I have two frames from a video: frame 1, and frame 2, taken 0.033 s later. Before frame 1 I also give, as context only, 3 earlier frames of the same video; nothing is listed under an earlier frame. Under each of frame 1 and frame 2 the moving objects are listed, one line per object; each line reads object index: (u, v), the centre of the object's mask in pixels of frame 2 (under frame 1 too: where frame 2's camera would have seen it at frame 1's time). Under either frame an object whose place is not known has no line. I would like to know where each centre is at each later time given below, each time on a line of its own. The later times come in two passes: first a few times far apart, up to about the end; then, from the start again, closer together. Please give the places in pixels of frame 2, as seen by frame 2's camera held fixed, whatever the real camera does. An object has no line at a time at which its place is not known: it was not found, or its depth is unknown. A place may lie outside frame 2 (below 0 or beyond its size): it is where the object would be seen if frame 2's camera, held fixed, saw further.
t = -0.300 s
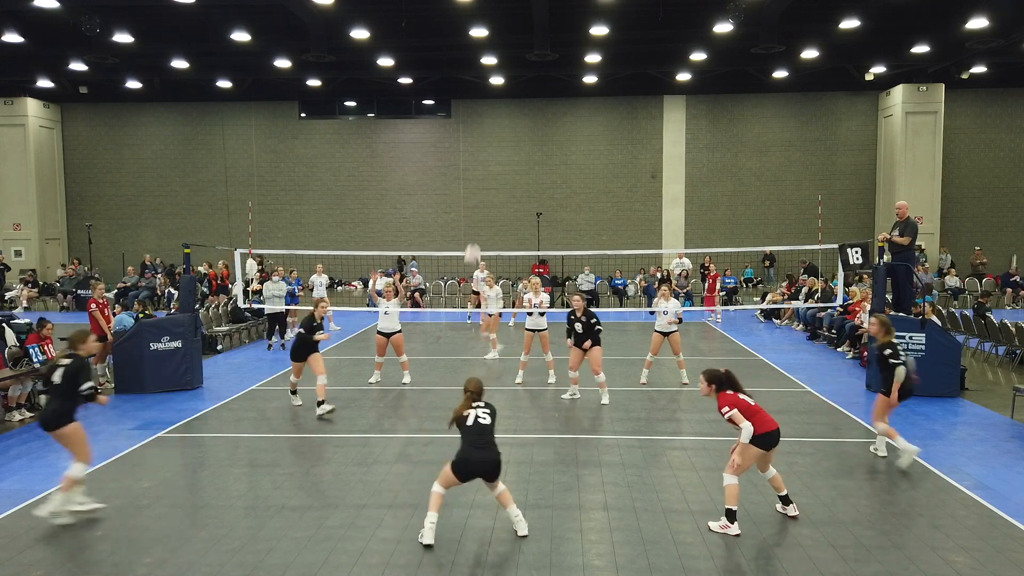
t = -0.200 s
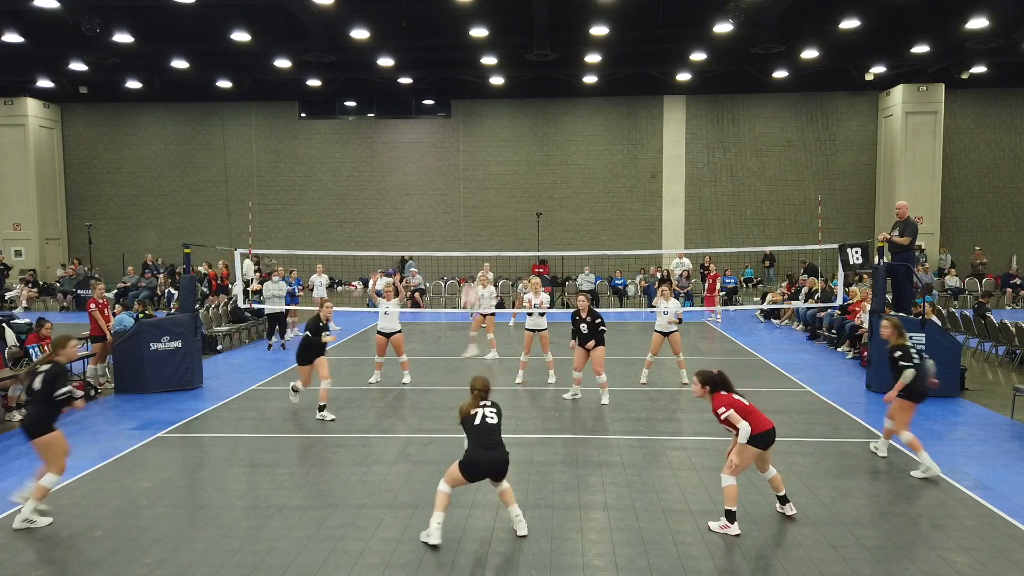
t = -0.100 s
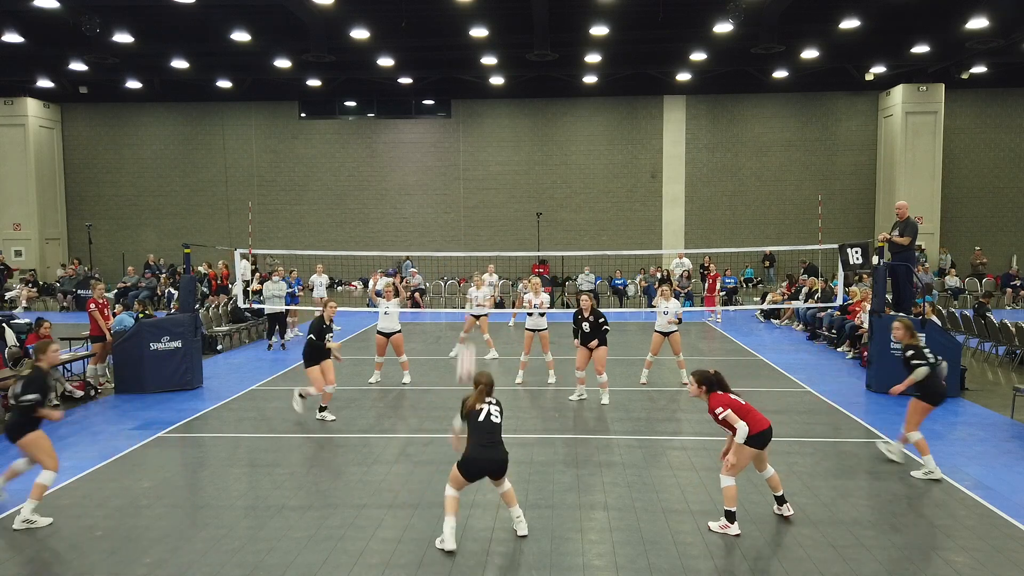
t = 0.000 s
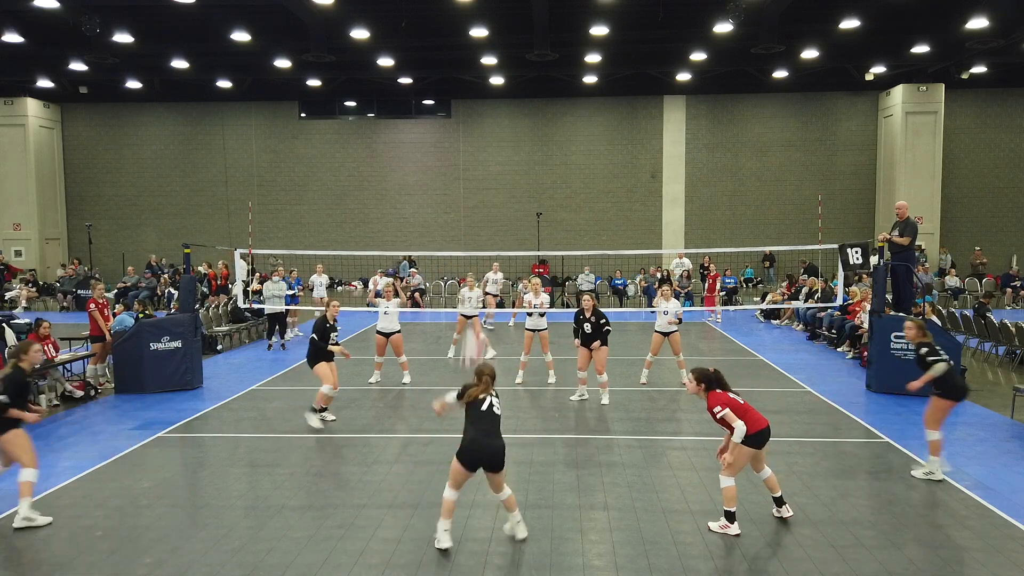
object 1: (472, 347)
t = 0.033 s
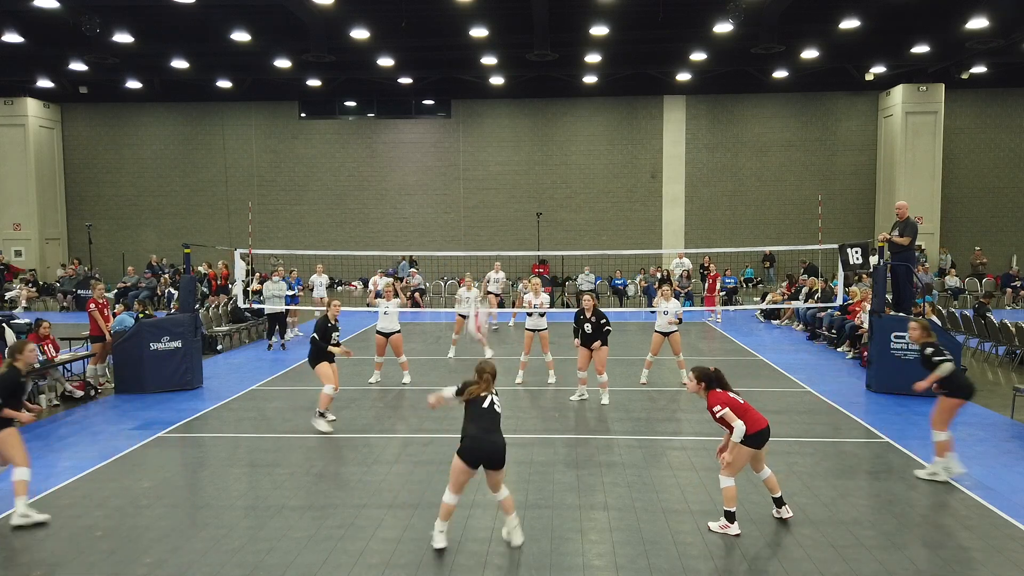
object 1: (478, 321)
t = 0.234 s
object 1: (504, 177)
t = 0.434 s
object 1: (530, 81)
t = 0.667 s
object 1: (559, 25)
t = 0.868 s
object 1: (582, 25)
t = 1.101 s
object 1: (609, 78)
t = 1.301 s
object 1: (630, 162)
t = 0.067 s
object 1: (483, 291)
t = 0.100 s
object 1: (486, 267)
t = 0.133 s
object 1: (491, 240)
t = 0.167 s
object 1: (495, 219)
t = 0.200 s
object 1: (500, 197)
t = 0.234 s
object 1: (504, 177)
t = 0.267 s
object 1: (509, 157)
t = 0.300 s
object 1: (513, 138)
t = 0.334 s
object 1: (517, 122)
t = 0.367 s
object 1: (522, 107)
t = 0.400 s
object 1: (526, 93)
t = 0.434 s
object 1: (530, 81)
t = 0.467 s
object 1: (534, 69)
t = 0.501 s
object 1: (538, 59)
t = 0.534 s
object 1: (542, 50)
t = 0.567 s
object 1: (546, 42)
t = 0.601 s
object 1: (551, 35)
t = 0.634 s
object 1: (555, 30)
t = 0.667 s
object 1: (559, 25)
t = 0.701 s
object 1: (563, 23)
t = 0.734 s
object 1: (567, 21)
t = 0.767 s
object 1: (571, 20)
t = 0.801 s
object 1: (575, 21)
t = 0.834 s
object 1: (579, 22)
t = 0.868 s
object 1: (582, 25)
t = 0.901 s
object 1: (586, 29)
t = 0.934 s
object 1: (590, 35)
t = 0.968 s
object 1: (594, 42)
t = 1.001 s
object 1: (598, 47)
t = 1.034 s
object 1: (602, 57)
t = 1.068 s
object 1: (606, 67)
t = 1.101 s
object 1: (609, 78)
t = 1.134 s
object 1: (613, 90)
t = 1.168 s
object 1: (616, 102)
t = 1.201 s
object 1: (620, 115)
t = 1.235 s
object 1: (623, 130)
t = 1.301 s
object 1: (630, 162)
